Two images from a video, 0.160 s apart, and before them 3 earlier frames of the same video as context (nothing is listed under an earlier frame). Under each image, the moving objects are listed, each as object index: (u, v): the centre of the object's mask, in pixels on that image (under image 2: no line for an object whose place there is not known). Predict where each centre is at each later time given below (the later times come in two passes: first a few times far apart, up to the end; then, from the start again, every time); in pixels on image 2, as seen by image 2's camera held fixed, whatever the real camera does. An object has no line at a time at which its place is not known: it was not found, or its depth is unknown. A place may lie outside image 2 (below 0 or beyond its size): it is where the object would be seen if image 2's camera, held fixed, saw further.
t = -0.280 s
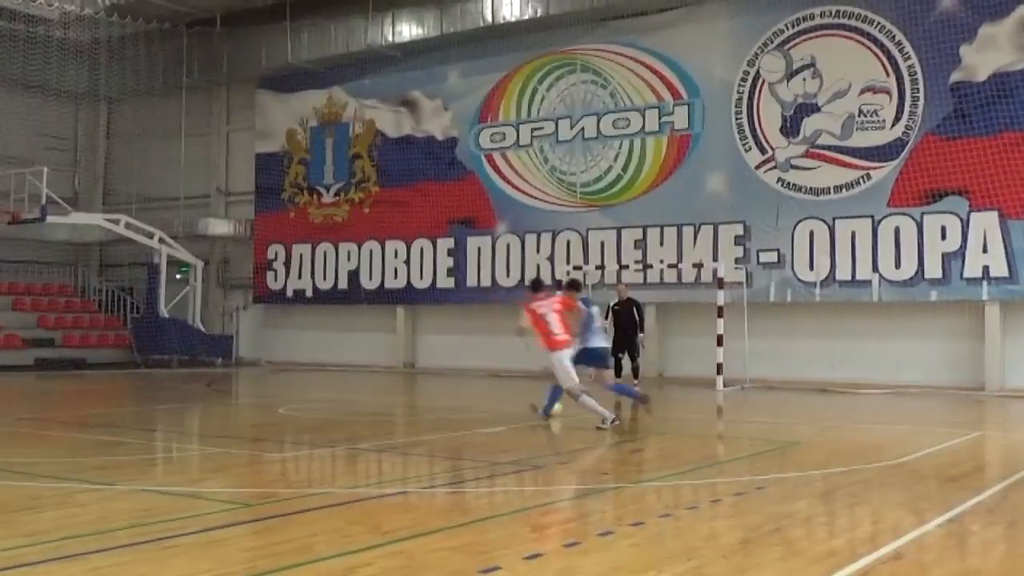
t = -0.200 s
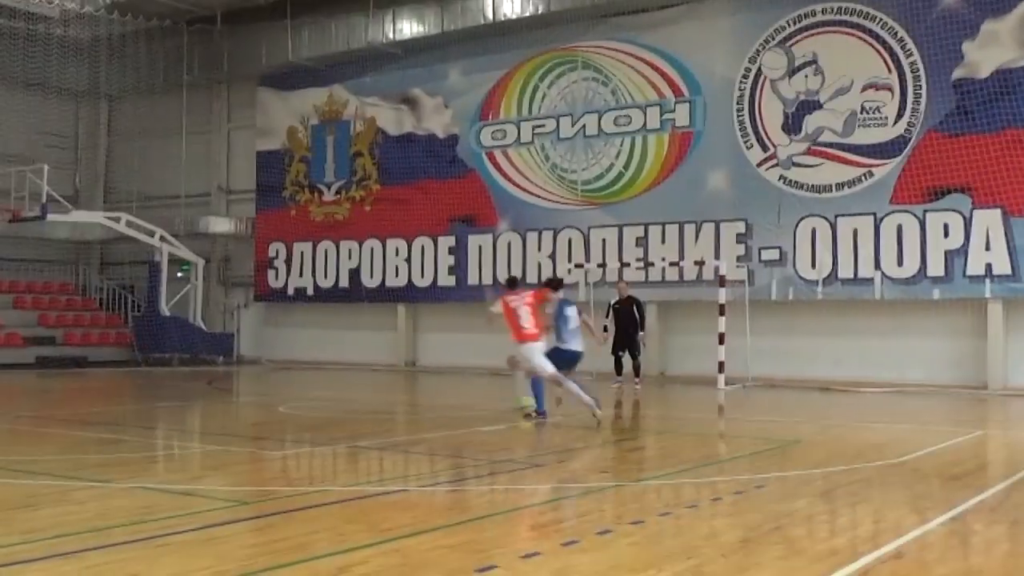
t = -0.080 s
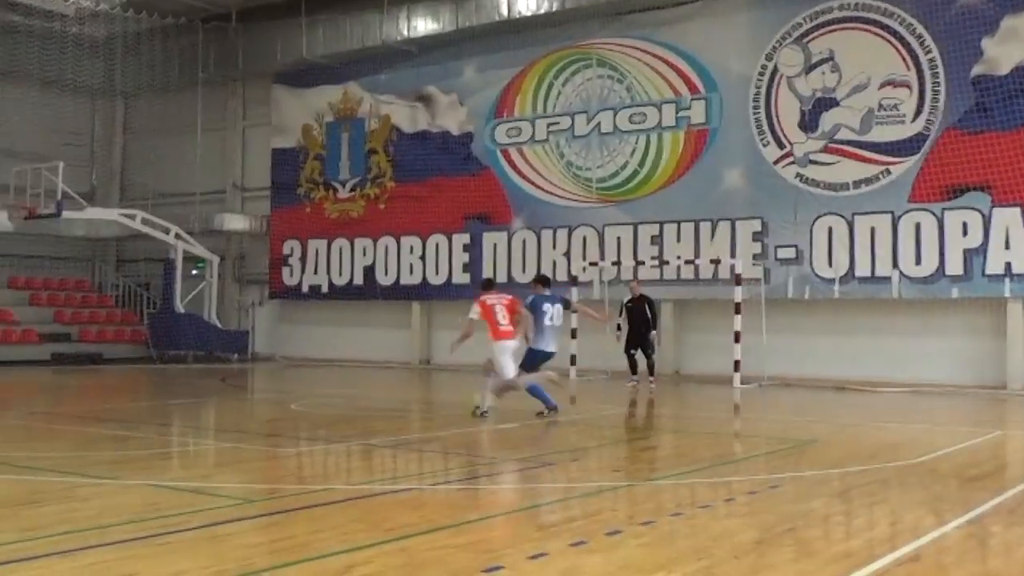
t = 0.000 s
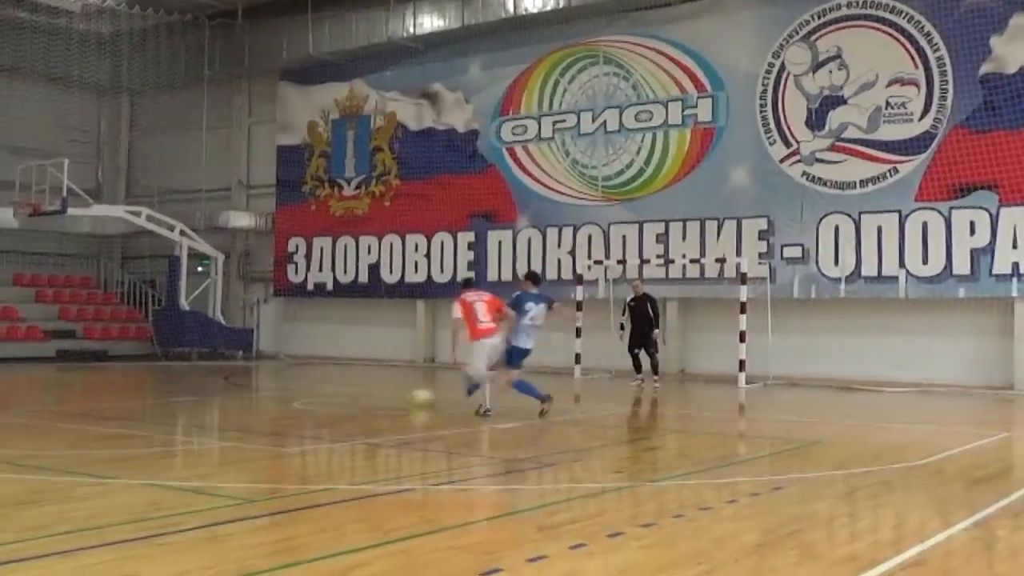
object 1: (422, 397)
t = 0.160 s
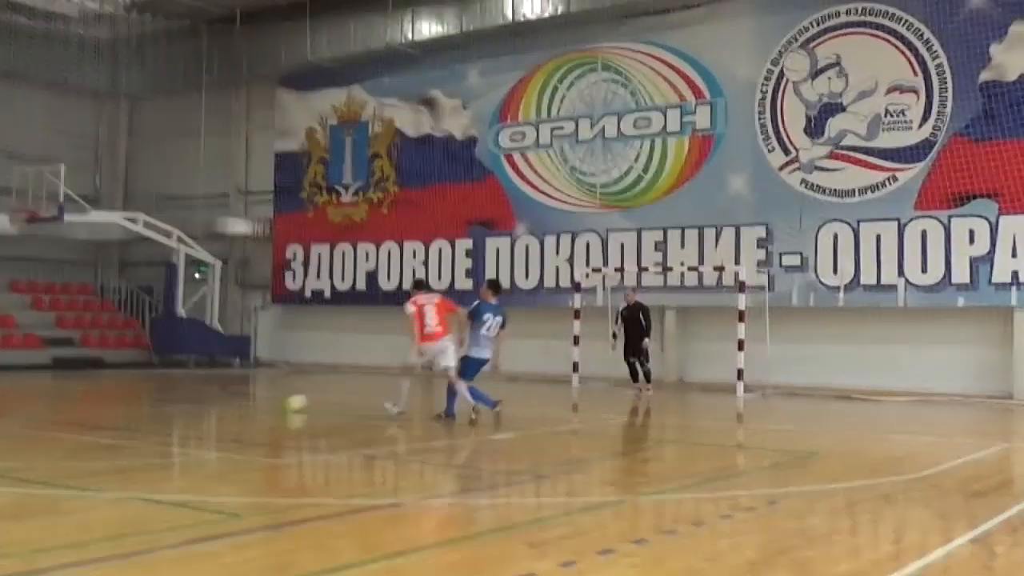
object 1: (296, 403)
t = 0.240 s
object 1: (242, 402)
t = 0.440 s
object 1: (117, 397)
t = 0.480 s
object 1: (94, 397)
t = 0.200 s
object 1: (269, 402)
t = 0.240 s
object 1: (242, 402)
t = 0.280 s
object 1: (216, 401)
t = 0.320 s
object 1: (191, 399)
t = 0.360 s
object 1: (165, 399)
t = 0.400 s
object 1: (141, 398)
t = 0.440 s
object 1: (117, 397)
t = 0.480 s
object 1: (94, 397)
